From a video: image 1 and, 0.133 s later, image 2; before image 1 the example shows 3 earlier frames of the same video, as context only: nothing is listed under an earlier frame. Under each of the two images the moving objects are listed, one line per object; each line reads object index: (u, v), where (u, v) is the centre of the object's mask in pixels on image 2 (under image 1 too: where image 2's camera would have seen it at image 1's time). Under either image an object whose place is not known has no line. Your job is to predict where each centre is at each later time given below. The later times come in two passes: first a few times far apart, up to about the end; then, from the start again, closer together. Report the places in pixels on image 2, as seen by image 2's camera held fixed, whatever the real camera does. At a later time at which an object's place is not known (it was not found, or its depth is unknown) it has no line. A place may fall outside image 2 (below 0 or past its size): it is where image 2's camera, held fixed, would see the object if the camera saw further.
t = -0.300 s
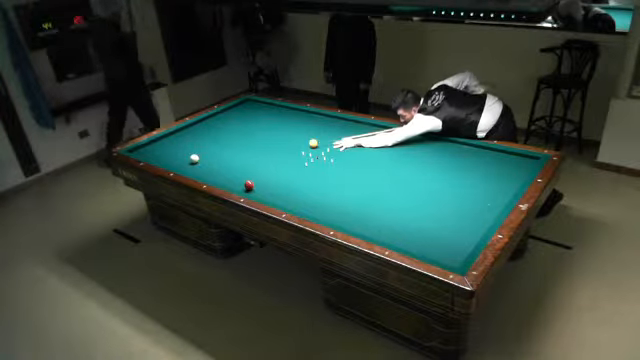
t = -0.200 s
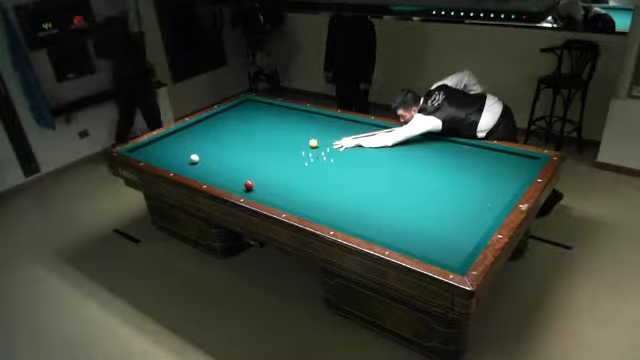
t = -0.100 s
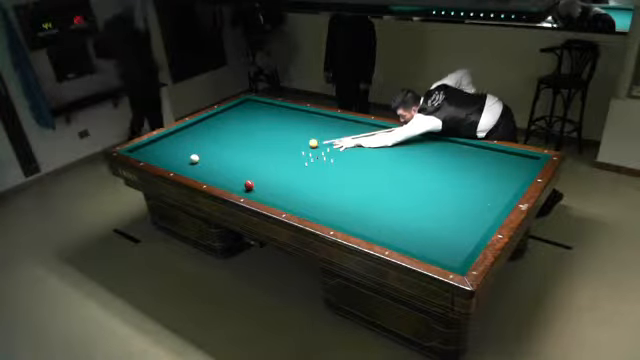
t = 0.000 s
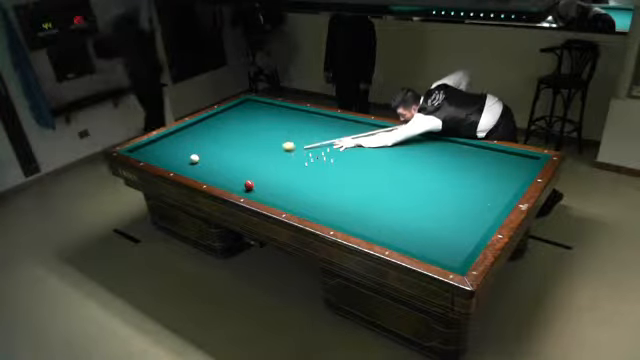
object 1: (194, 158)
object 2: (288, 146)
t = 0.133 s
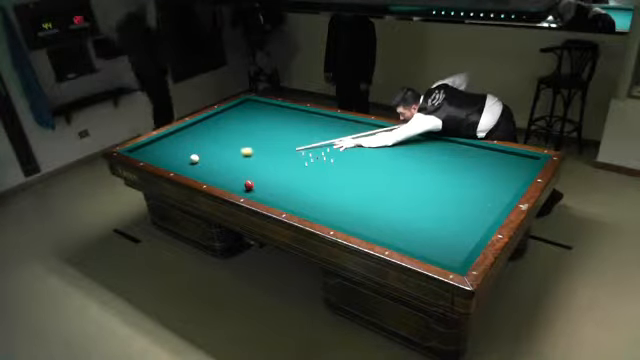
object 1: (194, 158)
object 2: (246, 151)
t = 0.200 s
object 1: (194, 158)
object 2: (228, 154)
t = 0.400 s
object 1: (166, 160)
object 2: (201, 157)
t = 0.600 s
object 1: (168, 150)
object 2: (200, 158)
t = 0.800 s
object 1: (171, 140)
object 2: (199, 158)
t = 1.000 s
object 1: (174, 132)
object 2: (198, 158)
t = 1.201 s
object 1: (193, 127)
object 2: (198, 158)
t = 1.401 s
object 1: (211, 123)
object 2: (197, 158)
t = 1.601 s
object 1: (228, 120)
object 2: (197, 158)
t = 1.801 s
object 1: (245, 116)
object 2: (197, 158)
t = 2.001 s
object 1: (261, 112)
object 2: (197, 158)
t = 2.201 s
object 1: (276, 109)
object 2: (197, 159)
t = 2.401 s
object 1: (286, 108)
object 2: (197, 158)
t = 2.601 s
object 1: (288, 112)
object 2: (197, 158)
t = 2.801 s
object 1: (290, 117)
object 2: (197, 159)
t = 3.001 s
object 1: (292, 122)
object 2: (197, 159)
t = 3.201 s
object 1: (294, 125)
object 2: (197, 159)
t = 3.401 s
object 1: (296, 130)
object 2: (197, 159)
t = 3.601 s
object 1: (299, 135)
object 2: (197, 159)
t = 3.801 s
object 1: (301, 140)
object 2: (197, 159)
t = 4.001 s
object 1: (303, 145)
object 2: (197, 159)
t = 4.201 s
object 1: (305, 150)
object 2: (197, 159)
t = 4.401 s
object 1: (308, 156)
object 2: (197, 159)
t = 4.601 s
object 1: (311, 161)
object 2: (197, 159)
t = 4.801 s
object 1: (313, 167)
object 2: (197, 159)
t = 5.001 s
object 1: (315, 172)
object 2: (197, 159)
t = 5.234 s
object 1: (319, 179)
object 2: (197, 159)
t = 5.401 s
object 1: (322, 184)
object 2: (197, 158)
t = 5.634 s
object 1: (325, 191)
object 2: (197, 159)
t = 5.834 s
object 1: (328, 197)
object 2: (197, 159)
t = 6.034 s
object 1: (331, 204)
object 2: (197, 159)
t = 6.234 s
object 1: (334, 211)
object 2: (197, 159)
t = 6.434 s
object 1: (337, 217)
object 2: (197, 159)
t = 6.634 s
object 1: (341, 222)
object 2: (197, 159)
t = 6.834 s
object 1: (349, 223)
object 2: (197, 159)
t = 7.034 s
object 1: (358, 224)
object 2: (197, 159)
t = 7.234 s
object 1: (365, 224)
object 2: (197, 159)
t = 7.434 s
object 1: (373, 224)
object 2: (197, 159)
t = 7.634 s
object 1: (380, 224)
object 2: (197, 159)
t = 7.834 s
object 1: (387, 224)
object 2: (197, 159)
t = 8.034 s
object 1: (394, 224)
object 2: (197, 159)
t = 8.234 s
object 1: (401, 224)
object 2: (197, 159)
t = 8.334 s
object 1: (404, 224)
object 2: (197, 159)
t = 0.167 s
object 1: (194, 158)
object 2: (237, 153)
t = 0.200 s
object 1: (194, 158)
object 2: (228, 154)
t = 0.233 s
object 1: (194, 158)
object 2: (218, 155)
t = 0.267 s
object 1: (194, 158)
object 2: (209, 156)
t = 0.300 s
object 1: (191, 158)
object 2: (203, 157)
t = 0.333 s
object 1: (183, 159)
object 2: (202, 157)
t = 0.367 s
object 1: (174, 161)
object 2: (202, 157)
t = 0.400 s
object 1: (166, 160)
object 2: (201, 157)
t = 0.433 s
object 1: (163, 160)
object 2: (202, 157)
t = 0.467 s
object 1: (164, 157)
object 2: (201, 157)
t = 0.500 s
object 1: (165, 156)
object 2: (201, 157)
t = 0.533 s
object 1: (166, 154)
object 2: (201, 157)
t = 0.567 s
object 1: (167, 152)
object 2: (200, 157)
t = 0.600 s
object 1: (168, 150)
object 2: (200, 158)
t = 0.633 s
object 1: (168, 148)
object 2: (200, 158)
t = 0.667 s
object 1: (169, 147)
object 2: (200, 158)
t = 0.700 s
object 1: (169, 145)
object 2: (199, 158)
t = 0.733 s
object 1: (170, 143)
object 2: (199, 158)
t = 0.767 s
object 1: (170, 142)
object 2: (199, 158)
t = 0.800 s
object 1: (171, 140)
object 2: (199, 158)
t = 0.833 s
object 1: (171, 139)
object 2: (199, 158)
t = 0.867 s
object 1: (172, 137)
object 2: (199, 158)
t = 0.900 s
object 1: (172, 136)
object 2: (199, 158)
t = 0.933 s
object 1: (173, 135)
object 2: (199, 158)
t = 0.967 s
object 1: (173, 133)
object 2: (198, 158)
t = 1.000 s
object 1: (174, 132)
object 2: (198, 158)
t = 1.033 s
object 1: (177, 131)
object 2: (198, 158)
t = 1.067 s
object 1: (180, 130)
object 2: (198, 158)
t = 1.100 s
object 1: (183, 129)
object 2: (198, 158)
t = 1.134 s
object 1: (187, 129)
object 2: (198, 158)
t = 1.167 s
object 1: (190, 128)
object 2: (198, 158)
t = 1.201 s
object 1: (193, 127)
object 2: (198, 158)
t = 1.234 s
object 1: (196, 127)
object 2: (198, 158)
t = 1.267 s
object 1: (199, 126)
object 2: (197, 158)
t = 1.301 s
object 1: (202, 125)
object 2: (197, 158)
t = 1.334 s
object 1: (205, 124)
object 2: (197, 158)
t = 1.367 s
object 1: (208, 124)
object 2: (197, 158)
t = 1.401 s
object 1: (211, 123)
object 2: (197, 158)
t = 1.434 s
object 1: (214, 123)
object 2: (197, 158)
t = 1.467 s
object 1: (217, 122)
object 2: (197, 158)
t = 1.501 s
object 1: (219, 122)
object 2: (197, 158)
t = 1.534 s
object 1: (223, 121)
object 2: (197, 158)
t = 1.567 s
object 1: (225, 120)
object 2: (197, 158)
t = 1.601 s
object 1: (228, 120)
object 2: (197, 158)
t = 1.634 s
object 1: (231, 119)
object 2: (197, 158)
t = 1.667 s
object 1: (234, 118)
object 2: (197, 158)
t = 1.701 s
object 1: (237, 118)
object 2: (197, 158)
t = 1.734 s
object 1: (240, 117)
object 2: (197, 158)
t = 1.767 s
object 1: (242, 117)
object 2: (197, 158)
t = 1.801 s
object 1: (245, 116)
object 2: (197, 158)
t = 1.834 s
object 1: (248, 115)
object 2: (197, 158)
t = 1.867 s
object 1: (250, 115)
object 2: (197, 158)
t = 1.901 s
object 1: (253, 114)
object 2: (197, 158)
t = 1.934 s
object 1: (256, 114)
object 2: (197, 158)
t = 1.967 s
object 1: (258, 113)
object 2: (197, 158)
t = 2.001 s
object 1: (261, 112)
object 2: (197, 158)
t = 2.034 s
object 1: (264, 112)
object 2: (197, 158)
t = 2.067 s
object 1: (266, 111)
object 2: (197, 158)
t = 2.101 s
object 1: (269, 110)
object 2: (197, 158)
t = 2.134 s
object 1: (271, 110)
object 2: (197, 158)
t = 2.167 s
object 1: (274, 109)
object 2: (197, 158)
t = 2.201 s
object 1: (276, 109)
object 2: (197, 159)
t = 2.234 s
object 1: (279, 109)
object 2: (197, 158)
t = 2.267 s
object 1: (282, 108)
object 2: (197, 158)
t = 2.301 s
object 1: (284, 107)
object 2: (197, 158)
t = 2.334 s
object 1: (286, 107)
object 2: (197, 158)
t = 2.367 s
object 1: (286, 108)
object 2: (197, 158)
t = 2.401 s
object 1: (286, 108)
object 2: (197, 158)
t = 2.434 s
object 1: (287, 109)
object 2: (197, 158)
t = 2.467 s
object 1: (287, 109)
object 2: (197, 158)
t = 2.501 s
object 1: (287, 111)
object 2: (197, 158)
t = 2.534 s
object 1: (288, 111)
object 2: (197, 158)
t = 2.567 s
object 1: (288, 112)
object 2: (197, 158)
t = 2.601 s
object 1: (288, 112)
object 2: (197, 158)
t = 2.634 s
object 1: (288, 114)
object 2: (197, 158)
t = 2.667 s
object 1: (288, 115)
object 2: (197, 158)
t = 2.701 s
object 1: (289, 115)
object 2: (197, 158)
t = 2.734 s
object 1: (289, 116)
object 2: (197, 159)
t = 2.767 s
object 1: (290, 116)
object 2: (197, 159)
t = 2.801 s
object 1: (290, 117)
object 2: (197, 159)
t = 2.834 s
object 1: (291, 118)
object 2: (197, 159)
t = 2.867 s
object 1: (291, 118)
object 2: (197, 159)
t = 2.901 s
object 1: (291, 119)
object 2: (197, 159)
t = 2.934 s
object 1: (291, 120)
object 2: (197, 159)
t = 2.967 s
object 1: (292, 120)
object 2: (197, 159)
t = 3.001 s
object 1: (292, 122)
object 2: (197, 159)
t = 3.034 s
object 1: (293, 122)
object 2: (197, 159)
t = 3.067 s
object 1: (293, 123)
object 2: (197, 159)
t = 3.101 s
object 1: (293, 124)
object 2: (197, 159)
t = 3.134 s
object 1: (293, 124)
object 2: (197, 159)
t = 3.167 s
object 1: (293, 124)
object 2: (197, 159)
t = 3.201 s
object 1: (294, 125)
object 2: (197, 159)
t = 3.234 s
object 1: (294, 127)
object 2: (197, 159)
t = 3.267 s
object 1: (295, 128)
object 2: (197, 159)
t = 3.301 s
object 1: (295, 128)
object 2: (197, 159)
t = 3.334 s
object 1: (296, 129)
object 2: (197, 159)
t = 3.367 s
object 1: (296, 129)
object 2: (197, 159)
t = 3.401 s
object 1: (296, 130)
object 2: (197, 159)
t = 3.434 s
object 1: (296, 131)
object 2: (197, 159)
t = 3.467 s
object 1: (297, 132)
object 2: (197, 159)
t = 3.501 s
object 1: (297, 133)
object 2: (197, 159)
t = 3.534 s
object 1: (298, 134)
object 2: (197, 159)
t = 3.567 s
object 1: (298, 135)
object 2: (197, 159)
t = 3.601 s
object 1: (299, 135)
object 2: (197, 159)
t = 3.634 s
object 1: (299, 136)
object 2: (197, 159)
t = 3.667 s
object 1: (299, 136)
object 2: (197, 159)
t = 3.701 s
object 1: (299, 138)
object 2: (197, 159)
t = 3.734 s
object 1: (300, 138)
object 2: (197, 159)
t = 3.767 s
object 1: (300, 139)
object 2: (197, 159)
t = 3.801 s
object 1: (301, 140)
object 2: (197, 159)
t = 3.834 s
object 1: (301, 140)
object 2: (197, 159)
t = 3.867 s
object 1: (301, 142)
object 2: (197, 159)
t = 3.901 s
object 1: (302, 142)
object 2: (197, 159)
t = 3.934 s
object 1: (302, 143)
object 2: (197, 159)
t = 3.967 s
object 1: (303, 144)
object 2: (197, 159)
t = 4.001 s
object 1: (303, 145)
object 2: (197, 159)
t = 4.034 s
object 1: (304, 145)
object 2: (197, 159)
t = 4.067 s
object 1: (304, 146)
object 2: (197, 159)
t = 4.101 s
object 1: (304, 148)
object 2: (197, 159)
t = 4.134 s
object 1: (305, 148)
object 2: (197, 159)
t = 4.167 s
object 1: (305, 150)
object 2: (197, 159)
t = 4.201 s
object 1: (305, 150)
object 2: (197, 159)
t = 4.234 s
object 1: (306, 151)
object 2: (197, 159)
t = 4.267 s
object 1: (306, 152)
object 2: (197, 159)
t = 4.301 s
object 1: (306, 153)
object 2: (197, 159)
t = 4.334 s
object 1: (307, 154)
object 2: (197, 159)
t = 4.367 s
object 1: (307, 155)
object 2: (197, 159)
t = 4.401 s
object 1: (308, 156)
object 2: (197, 159)
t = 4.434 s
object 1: (308, 156)
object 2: (197, 159)
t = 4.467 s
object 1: (309, 157)
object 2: (197, 159)
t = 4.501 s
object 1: (310, 158)
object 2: (197, 159)
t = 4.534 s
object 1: (310, 159)
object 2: (197, 159)
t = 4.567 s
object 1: (311, 160)
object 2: (197, 159)
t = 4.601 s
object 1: (311, 161)
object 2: (197, 159)
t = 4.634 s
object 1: (311, 162)
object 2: (197, 159)
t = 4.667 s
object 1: (312, 163)
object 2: (197, 159)
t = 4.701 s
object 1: (312, 164)
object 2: (197, 159)
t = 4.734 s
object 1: (312, 164)
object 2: (197, 159)
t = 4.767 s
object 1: (313, 166)
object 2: (197, 159)
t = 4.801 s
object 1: (313, 167)
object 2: (197, 159)
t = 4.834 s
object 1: (314, 167)
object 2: (197, 159)
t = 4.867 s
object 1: (314, 169)
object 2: (197, 159)
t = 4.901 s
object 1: (315, 170)
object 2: (197, 159)
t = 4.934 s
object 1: (315, 171)
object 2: (197, 159)
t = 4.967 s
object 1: (315, 172)
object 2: (197, 159)
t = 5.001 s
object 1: (315, 172)
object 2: (197, 159)
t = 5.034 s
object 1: (316, 173)
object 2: (197, 159)
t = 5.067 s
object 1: (317, 175)
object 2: (197, 159)
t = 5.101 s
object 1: (317, 175)
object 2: (197, 159)
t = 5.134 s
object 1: (318, 176)
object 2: (197, 159)
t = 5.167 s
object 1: (318, 177)
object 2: (197, 159)
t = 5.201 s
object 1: (319, 178)
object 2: (197, 159)
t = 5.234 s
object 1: (319, 179)
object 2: (197, 159)
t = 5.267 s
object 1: (320, 181)
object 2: (197, 159)
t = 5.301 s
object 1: (320, 181)
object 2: (197, 159)
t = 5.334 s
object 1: (321, 182)
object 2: (197, 159)
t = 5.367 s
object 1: (321, 183)
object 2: (197, 159)
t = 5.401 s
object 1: (322, 184)
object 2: (197, 158)
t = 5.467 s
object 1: (323, 186)
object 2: (197, 159)
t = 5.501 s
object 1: (323, 187)
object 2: (197, 159)
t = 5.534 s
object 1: (324, 188)
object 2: (197, 159)
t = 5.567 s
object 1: (324, 189)
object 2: (197, 159)
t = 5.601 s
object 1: (325, 190)
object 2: (197, 159)
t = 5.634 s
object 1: (325, 191)
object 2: (197, 159)
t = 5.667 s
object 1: (326, 192)
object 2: (197, 159)
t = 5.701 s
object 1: (326, 193)
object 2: (197, 159)
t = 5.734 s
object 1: (326, 194)
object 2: (197, 158)
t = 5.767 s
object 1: (327, 196)
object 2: (197, 159)
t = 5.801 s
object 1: (328, 196)
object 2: (197, 159)
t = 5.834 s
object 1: (328, 197)
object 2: (197, 159)
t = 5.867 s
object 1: (329, 198)
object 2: (197, 158)
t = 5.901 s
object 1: (329, 200)
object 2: (197, 158)
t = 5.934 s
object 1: (330, 201)
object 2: (197, 159)
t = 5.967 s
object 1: (330, 202)
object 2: (197, 158)
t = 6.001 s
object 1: (331, 203)
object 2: (197, 159)
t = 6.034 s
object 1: (331, 204)
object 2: (197, 159)
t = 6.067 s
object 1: (332, 205)
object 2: (197, 159)
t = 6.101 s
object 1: (332, 206)
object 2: (197, 159)
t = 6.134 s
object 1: (333, 207)
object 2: (197, 159)
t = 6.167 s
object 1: (333, 209)
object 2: (197, 159)
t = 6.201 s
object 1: (334, 210)
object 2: (197, 159)
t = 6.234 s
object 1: (334, 211)
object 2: (197, 159)
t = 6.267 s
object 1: (335, 212)
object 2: (197, 159)
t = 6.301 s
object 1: (335, 213)
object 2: (197, 159)
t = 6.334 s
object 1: (336, 214)
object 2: (197, 159)
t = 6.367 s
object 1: (336, 215)
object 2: (197, 159)
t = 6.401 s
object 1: (337, 216)
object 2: (197, 159)
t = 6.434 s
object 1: (337, 217)
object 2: (197, 159)
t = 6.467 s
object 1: (338, 219)
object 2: (197, 159)
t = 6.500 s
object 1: (338, 219)
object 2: (197, 159)
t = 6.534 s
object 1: (339, 220)
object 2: (197, 159)
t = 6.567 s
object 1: (340, 221)
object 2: (197, 159)
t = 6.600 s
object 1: (340, 221)
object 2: (197, 159)
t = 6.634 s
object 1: (341, 222)
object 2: (197, 159)
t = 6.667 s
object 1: (342, 222)
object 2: (197, 159)
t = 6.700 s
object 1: (344, 222)
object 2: (197, 159)
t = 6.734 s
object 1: (344, 222)
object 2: (197, 159)
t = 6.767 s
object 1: (346, 223)
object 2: (197, 159)
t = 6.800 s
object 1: (348, 223)
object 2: (197, 159)
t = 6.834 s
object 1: (349, 223)
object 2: (197, 159)
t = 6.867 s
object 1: (350, 223)
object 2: (197, 159)
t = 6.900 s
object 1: (352, 224)
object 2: (197, 159)
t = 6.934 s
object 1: (353, 224)
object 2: (197, 159)
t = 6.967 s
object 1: (354, 224)
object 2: (197, 159)
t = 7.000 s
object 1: (356, 224)
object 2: (197, 159)
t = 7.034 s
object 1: (358, 224)
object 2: (197, 159)
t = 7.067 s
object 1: (359, 224)
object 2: (197, 159)
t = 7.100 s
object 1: (360, 224)
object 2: (197, 159)
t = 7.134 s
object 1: (361, 224)
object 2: (197, 159)
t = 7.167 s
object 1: (362, 224)
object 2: (197, 159)
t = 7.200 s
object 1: (364, 224)
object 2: (197, 159)
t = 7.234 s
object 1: (365, 224)
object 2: (197, 159)
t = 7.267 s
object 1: (366, 224)
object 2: (197, 159)
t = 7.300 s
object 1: (368, 224)
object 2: (197, 159)
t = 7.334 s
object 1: (369, 224)
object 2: (197, 159)
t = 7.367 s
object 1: (370, 224)
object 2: (197, 159)
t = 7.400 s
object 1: (371, 224)
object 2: (197, 159)
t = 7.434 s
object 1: (373, 224)
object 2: (197, 159)
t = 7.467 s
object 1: (374, 224)
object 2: (197, 159)
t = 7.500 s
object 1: (375, 224)
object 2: (197, 159)
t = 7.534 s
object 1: (376, 224)
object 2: (197, 159)
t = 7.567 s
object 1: (377, 224)
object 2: (197, 159)
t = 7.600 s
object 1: (378, 224)
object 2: (197, 159)
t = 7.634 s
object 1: (380, 224)
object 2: (197, 159)
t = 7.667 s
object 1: (380, 224)
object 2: (197, 159)
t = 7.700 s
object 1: (382, 224)
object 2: (197, 159)
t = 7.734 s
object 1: (383, 224)
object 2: (197, 159)
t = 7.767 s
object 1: (385, 224)
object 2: (197, 159)
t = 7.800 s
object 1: (386, 224)
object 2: (197, 159)
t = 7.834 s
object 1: (387, 224)
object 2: (197, 159)
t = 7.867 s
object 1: (388, 224)
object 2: (197, 159)
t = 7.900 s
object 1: (390, 224)
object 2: (197, 159)
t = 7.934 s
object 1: (391, 224)
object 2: (197, 159)
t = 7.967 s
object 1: (392, 224)
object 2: (197, 159)
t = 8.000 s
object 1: (393, 224)
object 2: (197, 159)
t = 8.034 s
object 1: (394, 224)
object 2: (197, 159)
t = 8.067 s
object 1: (395, 224)
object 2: (197, 159)
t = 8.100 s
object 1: (396, 224)
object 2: (197, 159)
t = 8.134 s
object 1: (397, 224)
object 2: (197, 159)
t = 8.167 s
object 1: (398, 224)
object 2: (197, 159)
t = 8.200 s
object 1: (400, 224)
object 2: (197, 159)
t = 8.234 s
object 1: (401, 224)
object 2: (197, 159)
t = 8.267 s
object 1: (402, 224)
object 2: (197, 159)
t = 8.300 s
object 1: (403, 224)
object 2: (197, 159)
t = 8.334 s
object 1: (404, 224)
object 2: (197, 159)
